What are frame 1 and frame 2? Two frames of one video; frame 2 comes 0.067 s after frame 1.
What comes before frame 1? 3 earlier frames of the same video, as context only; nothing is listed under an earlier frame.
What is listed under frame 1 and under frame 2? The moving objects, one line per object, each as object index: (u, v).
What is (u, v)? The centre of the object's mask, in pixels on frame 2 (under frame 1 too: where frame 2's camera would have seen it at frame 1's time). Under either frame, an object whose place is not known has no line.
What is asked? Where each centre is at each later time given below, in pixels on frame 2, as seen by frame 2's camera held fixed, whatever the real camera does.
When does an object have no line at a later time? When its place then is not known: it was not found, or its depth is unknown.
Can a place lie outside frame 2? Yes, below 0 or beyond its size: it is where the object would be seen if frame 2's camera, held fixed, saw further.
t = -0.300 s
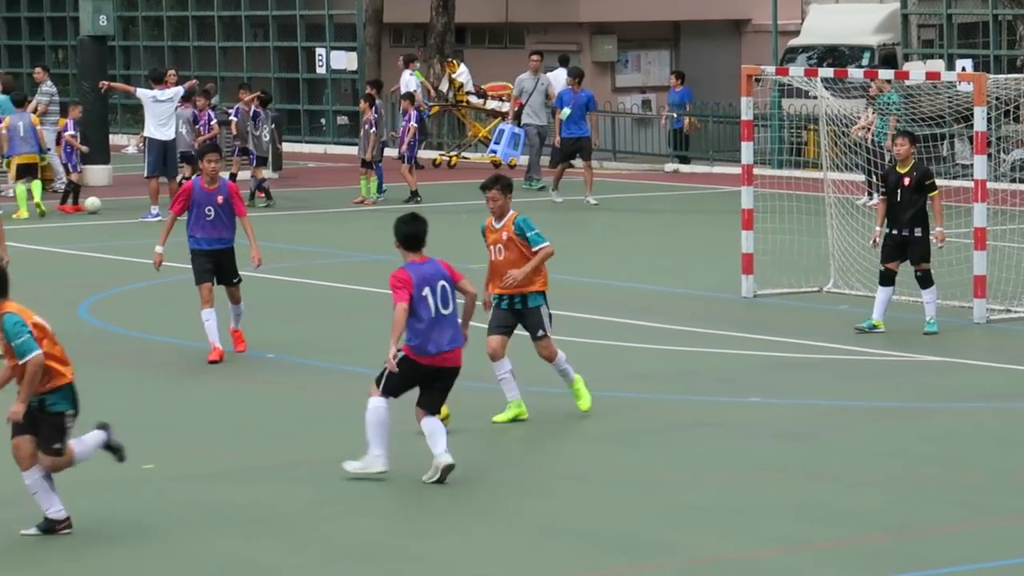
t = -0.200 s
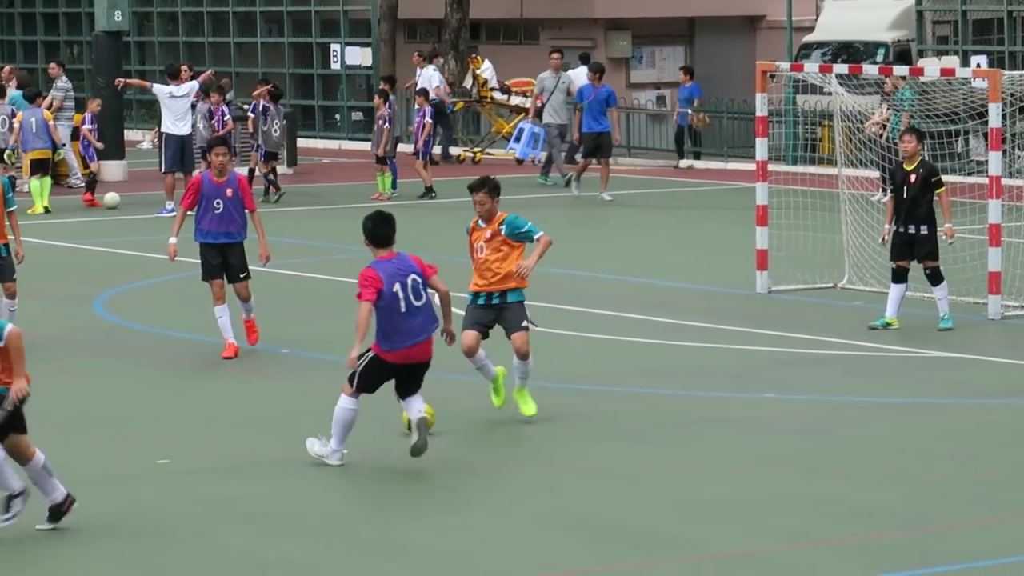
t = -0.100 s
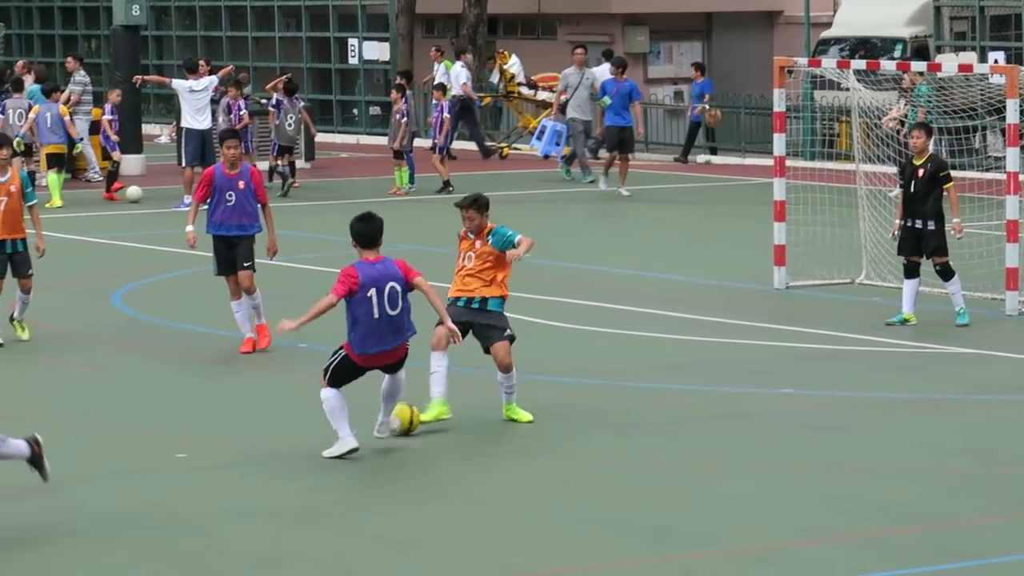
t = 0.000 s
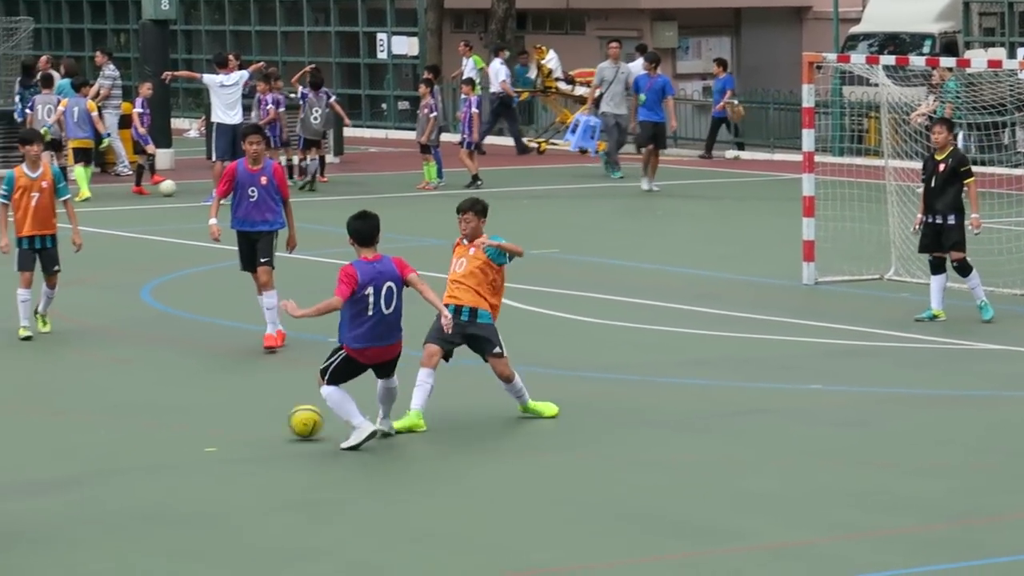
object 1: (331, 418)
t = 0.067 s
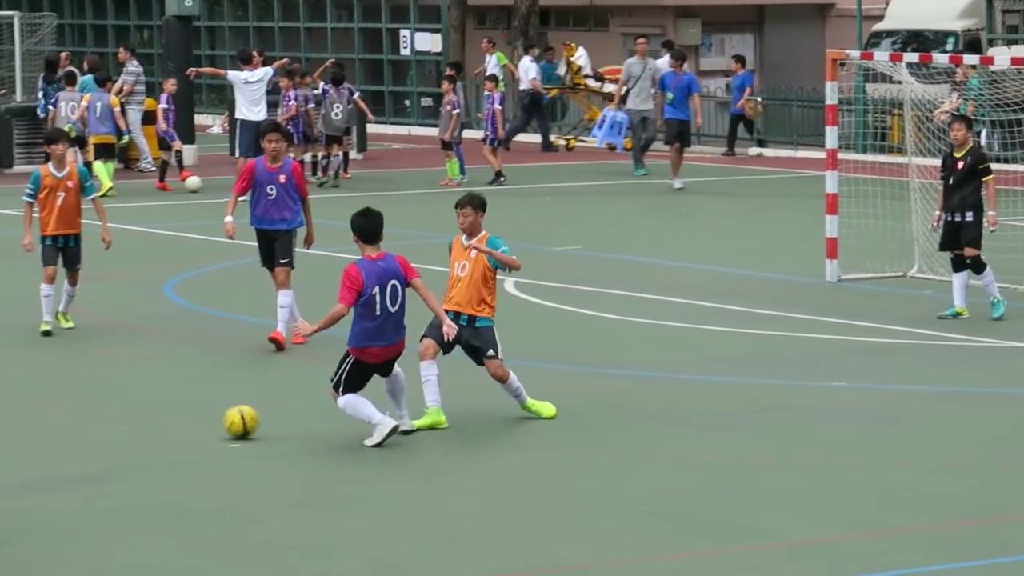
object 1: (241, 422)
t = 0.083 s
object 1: (221, 421)
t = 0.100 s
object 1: (200, 420)
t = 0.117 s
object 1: (178, 420)
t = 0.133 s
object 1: (158, 420)
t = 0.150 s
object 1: (138, 422)
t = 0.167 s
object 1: (116, 422)
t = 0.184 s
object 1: (95, 424)
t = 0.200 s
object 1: (74, 427)
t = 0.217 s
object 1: (53, 430)
